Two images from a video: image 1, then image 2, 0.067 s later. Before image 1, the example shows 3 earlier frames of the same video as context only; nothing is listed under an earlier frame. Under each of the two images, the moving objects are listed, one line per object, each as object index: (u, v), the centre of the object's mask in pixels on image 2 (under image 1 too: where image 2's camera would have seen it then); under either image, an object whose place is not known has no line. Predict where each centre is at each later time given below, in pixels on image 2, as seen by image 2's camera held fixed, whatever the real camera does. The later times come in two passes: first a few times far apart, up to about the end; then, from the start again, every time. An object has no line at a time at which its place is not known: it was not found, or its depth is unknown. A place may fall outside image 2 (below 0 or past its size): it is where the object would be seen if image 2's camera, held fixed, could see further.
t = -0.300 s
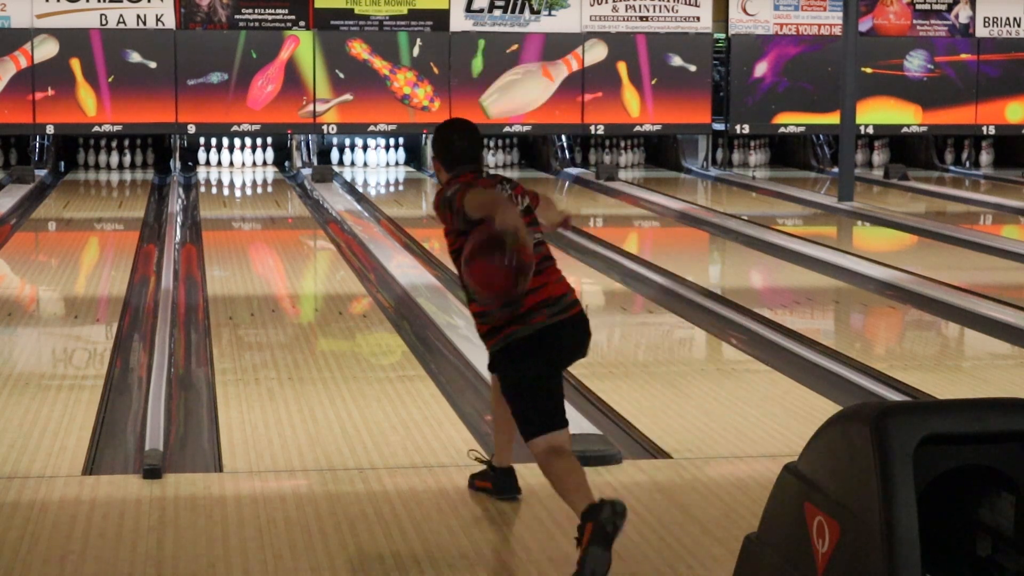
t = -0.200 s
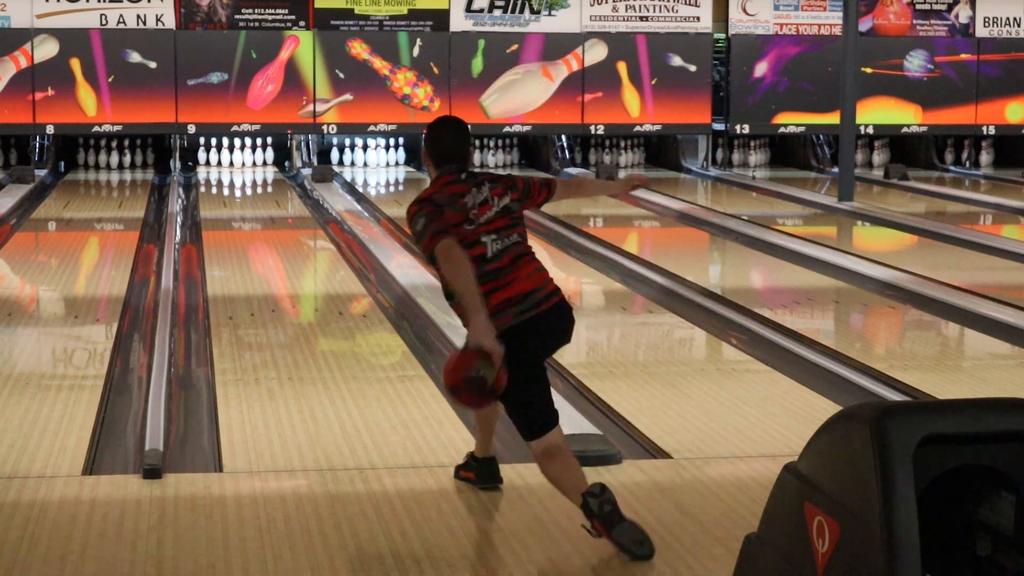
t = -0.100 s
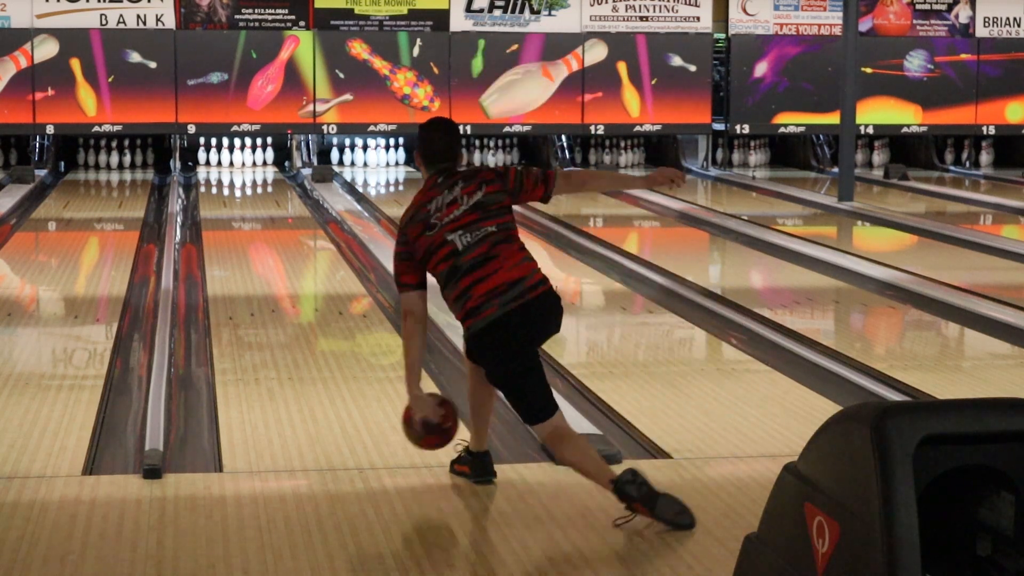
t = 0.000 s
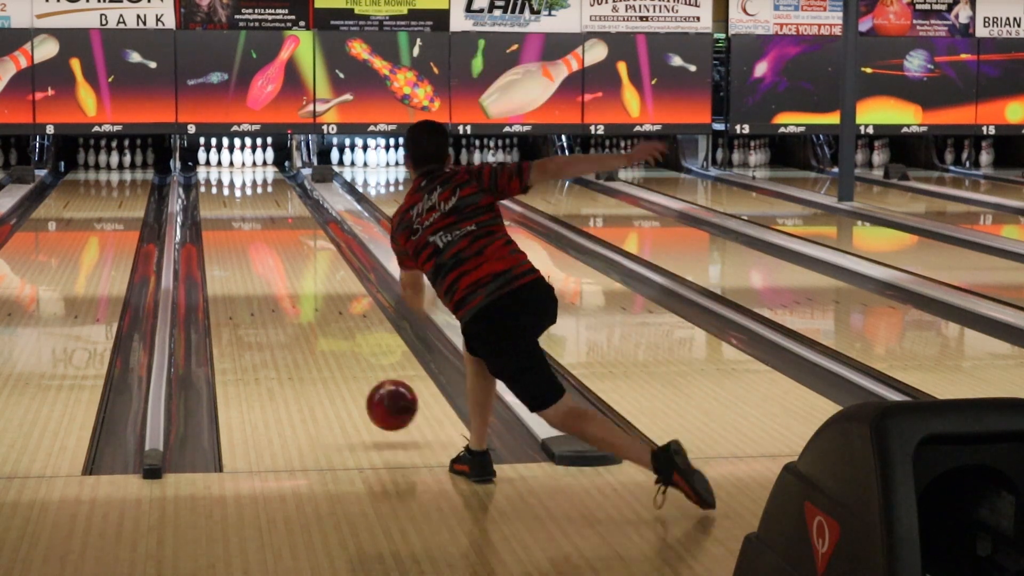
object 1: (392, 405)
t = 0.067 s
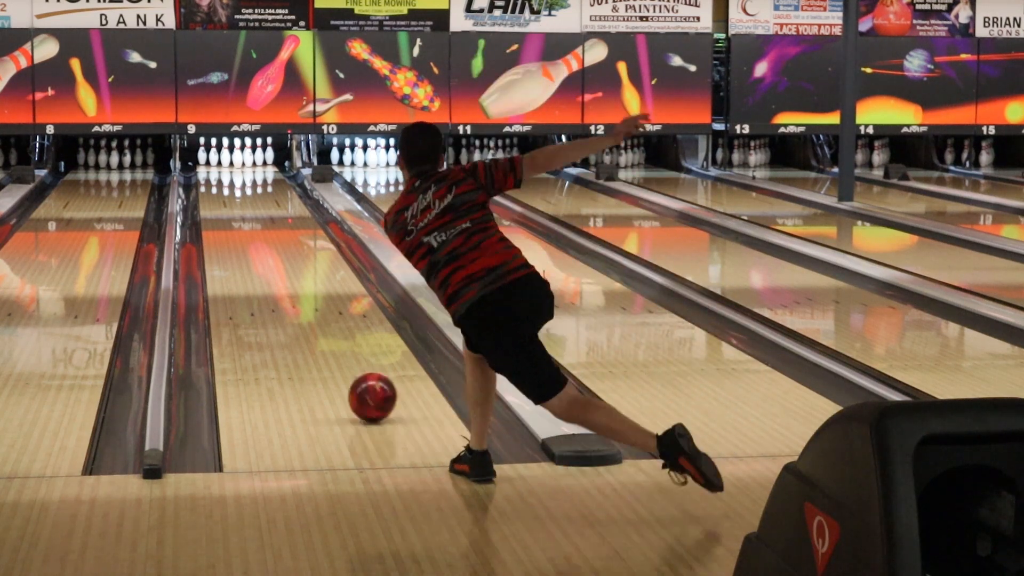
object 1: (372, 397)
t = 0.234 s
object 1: (333, 351)
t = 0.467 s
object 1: (294, 303)
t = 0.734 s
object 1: (263, 264)
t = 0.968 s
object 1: (243, 238)
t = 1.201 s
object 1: (229, 218)
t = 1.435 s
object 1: (219, 202)
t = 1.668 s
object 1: (214, 188)
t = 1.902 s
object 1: (214, 178)
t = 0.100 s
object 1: (364, 387)
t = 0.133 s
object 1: (355, 377)
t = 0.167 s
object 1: (347, 369)
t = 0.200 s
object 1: (340, 360)
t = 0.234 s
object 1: (333, 351)
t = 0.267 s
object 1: (327, 344)
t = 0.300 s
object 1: (320, 336)
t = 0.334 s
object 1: (314, 328)
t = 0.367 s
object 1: (309, 322)
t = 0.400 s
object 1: (303, 315)
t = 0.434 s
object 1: (298, 309)
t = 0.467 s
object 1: (294, 303)
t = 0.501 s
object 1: (289, 298)
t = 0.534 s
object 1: (285, 292)
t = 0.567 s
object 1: (280, 287)
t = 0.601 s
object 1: (277, 282)
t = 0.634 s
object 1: (273, 278)
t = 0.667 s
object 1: (269, 273)
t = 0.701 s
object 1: (266, 269)
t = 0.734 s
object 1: (263, 264)
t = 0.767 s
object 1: (260, 260)
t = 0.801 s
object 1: (257, 256)
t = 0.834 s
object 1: (254, 252)
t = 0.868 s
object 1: (251, 249)
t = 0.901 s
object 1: (249, 245)
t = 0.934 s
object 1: (246, 242)
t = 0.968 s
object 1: (243, 238)
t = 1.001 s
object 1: (241, 235)
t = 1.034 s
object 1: (239, 232)
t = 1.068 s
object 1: (237, 229)
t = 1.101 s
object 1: (235, 226)
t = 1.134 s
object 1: (233, 223)
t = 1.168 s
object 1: (231, 221)
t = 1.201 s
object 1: (229, 218)
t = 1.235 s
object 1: (227, 216)
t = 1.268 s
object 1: (226, 213)
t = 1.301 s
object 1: (224, 210)
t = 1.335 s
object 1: (223, 208)
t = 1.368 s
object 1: (221, 206)
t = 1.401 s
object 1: (220, 204)
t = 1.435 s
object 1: (219, 202)
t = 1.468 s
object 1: (218, 200)
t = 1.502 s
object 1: (217, 198)
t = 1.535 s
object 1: (216, 196)
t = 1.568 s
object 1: (215, 195)
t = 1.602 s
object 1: (214, 192)
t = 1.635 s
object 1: (214, 190)
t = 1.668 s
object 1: (214, 188)
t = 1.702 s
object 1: (213, 187)
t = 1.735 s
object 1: (213, 185)
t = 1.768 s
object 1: (213, 183)
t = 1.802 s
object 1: (213, 182)
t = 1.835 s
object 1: (213, 180)
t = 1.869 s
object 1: (213, 179)
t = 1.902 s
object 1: (214, 178)
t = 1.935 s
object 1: (215, 176)
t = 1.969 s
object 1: (216, 175)
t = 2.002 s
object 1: (217, 174)
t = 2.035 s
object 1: (219, 172)
